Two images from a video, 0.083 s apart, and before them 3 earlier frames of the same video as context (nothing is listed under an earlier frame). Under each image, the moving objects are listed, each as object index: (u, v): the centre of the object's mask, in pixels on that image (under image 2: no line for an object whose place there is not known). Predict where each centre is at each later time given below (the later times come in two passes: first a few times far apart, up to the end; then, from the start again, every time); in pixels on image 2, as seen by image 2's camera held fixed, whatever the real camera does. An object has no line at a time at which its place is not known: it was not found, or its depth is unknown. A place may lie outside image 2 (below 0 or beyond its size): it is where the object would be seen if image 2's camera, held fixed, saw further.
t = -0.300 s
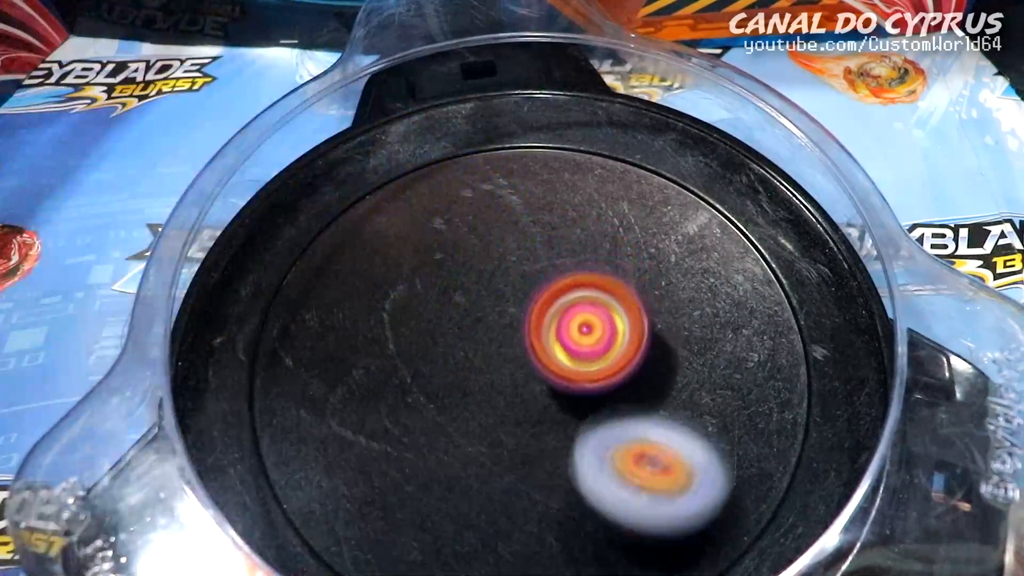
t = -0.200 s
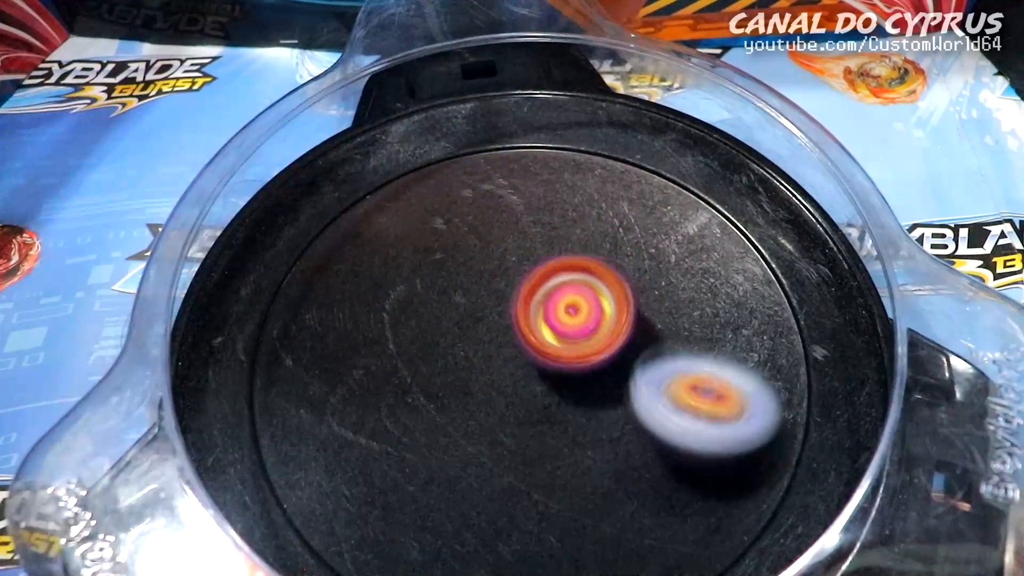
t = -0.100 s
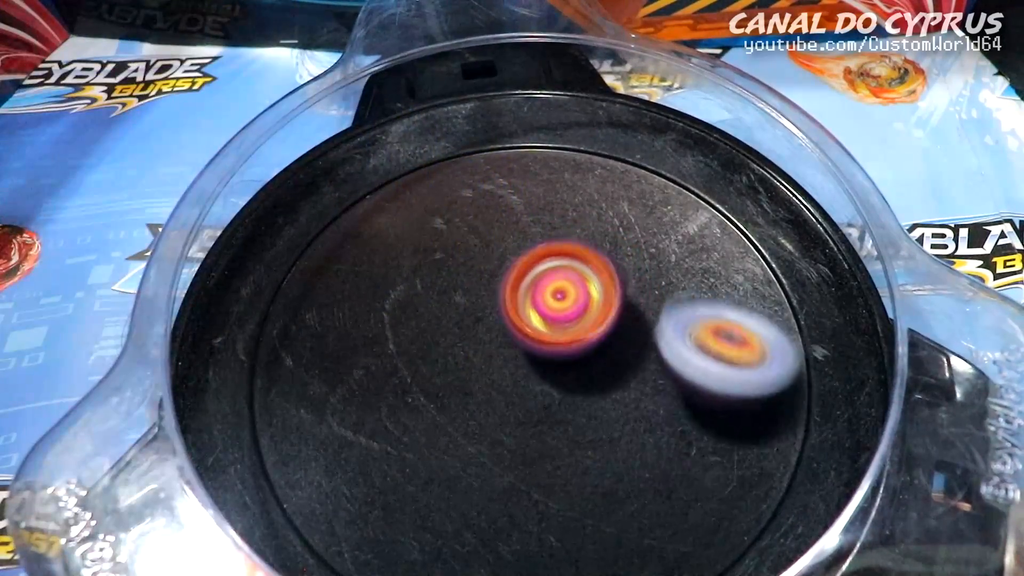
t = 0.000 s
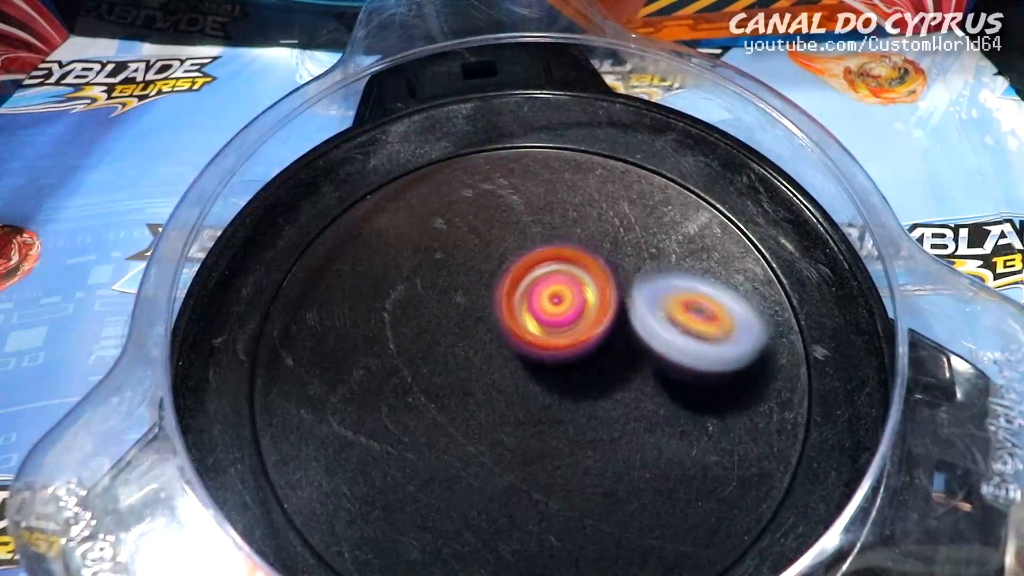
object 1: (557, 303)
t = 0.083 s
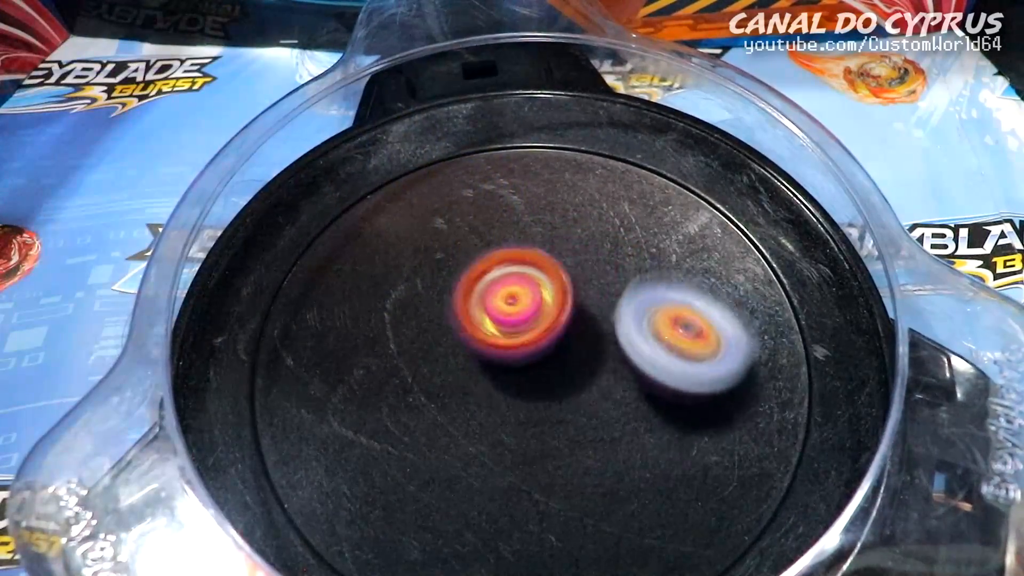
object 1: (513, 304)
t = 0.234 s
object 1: (474, 327)
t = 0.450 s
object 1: (476, 376)
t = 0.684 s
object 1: (548, 420)
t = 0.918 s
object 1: (696, 244)
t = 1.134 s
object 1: (626, 153)
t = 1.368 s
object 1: (434, 251)
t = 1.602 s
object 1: (466, 401)
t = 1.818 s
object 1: (421, 400)
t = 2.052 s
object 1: (362, 392)
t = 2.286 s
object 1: (449, 420)
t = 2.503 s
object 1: (485, 402)
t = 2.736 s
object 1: (486, 364)
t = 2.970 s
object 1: (464, 339)
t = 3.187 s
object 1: (459, 326)
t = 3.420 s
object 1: (486, 336)
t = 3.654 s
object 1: (530, 329)
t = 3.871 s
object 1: (306, 336)
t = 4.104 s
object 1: (306, 351)
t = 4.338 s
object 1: (322, 312)
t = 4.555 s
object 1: (376, 182)
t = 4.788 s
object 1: (575, 261)
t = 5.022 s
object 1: (663, 318)
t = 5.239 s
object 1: (578, 247)
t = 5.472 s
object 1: (299, 307)
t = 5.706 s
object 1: (338, 535)
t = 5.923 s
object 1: (614, 517)
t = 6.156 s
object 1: (632, 397)
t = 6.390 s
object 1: (500, 424)
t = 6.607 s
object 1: (417, 411)
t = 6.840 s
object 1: (228, 441)
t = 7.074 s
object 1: (263, 402)
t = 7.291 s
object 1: (403, 371)
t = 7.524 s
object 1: (525, 344)
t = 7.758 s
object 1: (718, 490)
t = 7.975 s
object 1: (631, 381)
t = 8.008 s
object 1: (616, 362)
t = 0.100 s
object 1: (504, 305)
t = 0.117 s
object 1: (496, 306)
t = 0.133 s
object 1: (491, 308)
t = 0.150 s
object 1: (485, 310)
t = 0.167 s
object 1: (480, 312)
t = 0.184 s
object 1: (478, 315)
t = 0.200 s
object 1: (475, 319)
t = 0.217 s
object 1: (474, 324)
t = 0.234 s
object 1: (474, 327)
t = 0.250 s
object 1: (474, 332)
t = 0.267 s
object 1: (475, 337)
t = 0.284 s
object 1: (477, 343)
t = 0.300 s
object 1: (476, 346)
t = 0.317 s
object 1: (473, 348)
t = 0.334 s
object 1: (471, 350)
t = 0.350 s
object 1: (470, 353)
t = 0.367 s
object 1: (468, 356)
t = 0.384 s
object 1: (468, 359)
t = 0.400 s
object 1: (470, 363)
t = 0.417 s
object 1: (471, 367)
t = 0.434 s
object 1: (473, 372)
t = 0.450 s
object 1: (476, 376)
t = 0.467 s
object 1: (479, 382)
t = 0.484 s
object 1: (483, 387)
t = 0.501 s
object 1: (486, 392)
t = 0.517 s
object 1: (490, 397)
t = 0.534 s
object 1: (495, 402)
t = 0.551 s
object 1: (500, 407)
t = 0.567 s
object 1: (506, 412)
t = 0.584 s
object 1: (512, 415)
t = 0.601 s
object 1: (518, 417)
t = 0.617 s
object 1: (524, 419)
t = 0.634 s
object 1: (530, 420)
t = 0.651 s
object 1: (536, 421)
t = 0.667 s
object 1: (542, 420)
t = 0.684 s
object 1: (548, 420)
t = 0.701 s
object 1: (553, 420)
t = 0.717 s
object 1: (558, 420)
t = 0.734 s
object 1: (563, 419)
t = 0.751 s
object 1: (567, 417)
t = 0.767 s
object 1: (571, 415)
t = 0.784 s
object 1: (575, 413)
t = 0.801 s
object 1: (579, 411)
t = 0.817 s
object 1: (585, 406)
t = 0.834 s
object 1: (608, 378)
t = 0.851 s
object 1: (630, 349)
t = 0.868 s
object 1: (650, 321)
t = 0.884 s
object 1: (668, 295)
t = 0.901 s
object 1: (685, 268)
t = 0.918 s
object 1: (696, 244)
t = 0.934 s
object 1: (707, 221)
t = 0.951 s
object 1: (716, 200)
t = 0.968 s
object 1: (722, 182)
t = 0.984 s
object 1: (722, 167)
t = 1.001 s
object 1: (720, 153)
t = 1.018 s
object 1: (715, 145)
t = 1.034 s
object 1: (703, 146)
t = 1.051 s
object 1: (692, 146)
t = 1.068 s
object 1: (680, 145)
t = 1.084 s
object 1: (668, 147)
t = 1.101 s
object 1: (654, 149)
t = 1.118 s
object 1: (641, 150)
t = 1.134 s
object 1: (626, 153)
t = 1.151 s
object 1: (611, 156)
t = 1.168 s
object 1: (595, 161)
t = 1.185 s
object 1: (579, 165)
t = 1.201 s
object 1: (564, 170)
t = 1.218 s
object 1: (547, 175)
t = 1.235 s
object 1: (531, 182)
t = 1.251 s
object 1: (516, 188)
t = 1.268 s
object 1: (501, 195)
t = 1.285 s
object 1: (487, 203)
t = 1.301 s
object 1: (475, 210)
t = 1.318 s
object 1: (463, 220)
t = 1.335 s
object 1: (452, 230)
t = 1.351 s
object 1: (443, 239)
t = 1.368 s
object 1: (434, 251)
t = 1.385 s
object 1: (427, 263)
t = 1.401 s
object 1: (422, 274)
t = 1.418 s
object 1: (418, 286)
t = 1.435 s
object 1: (416, 299)
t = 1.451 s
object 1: (415, 312)
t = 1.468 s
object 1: (416, 325)
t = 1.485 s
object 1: (417, 338)
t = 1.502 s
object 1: (421, 349)
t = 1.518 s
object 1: (426, 361)
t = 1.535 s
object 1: (432, 371)
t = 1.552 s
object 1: (439, 380)
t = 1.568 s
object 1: (447, 389)
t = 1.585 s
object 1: (456, 396)
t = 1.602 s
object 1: (466, 401)
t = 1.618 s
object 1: (475, 406)
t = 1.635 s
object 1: (485, 408)
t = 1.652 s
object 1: (496, 411)
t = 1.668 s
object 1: (506, 412)
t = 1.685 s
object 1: (517, 412)
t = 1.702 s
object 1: (526, 411)
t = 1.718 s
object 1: (537, 410)
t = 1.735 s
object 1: (526, 406)
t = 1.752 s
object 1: (502, 406)
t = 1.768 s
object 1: (478, 406)
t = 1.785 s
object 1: (457, 405)
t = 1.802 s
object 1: (438, 403)
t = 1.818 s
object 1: (421, 400)
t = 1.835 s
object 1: (405, 397)
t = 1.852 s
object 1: (392, 395)
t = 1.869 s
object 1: (380, 392)
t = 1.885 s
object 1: (371, 390)
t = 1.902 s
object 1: (364, 388)
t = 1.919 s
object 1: (358, 386)
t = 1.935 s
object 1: (354, 386)
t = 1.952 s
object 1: (352, 386)
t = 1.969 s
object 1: (351, 386)
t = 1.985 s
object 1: (351, 386)
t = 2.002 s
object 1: (352, 388)
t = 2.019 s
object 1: (355, 389)
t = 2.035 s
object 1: (358, 391)
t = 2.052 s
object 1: (362, 392)
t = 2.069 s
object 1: (367, 395)
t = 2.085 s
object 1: (373, 397)
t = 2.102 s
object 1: (379, 400)
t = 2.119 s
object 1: (386, 403)
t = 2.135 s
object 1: (394, 406)
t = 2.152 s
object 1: (401, 408)
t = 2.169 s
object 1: (409, 410)
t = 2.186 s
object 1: (417, 412)
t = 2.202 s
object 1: (424, 414)
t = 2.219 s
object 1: (432, 415)
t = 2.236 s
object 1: (440, 415)
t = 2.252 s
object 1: (447, 416)
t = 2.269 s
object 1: (448, 418)
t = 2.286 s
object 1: (449, 420)
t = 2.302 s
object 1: (451, 421)
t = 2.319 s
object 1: (454, 421)
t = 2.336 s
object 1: (457, 421)
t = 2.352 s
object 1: (460, 421)
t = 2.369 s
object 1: (463, 421)
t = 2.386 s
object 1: (466, 420)
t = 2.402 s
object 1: (469, 418)
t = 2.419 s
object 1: (472, 416)
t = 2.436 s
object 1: (475, 412)
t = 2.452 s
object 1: (478, 410)
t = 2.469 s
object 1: (480, 408)
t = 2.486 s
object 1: (483, 404)
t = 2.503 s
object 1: (485, 402)
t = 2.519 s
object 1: (488, 398)
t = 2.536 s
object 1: (489, 396)
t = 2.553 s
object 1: (490, 392)
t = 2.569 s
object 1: (492, 390)
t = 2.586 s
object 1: (492, 387)
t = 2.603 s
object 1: (493, 384)
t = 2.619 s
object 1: (493, 381)
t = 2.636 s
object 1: (492, 379)
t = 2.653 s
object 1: (492, 376)
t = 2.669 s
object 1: (491, 374)
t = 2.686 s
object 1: (491, 371)
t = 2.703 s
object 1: (490, 369)
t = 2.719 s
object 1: (488, 367)
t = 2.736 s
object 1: (486, 364)
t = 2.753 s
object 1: (485, 362)
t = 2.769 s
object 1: (483, 359)
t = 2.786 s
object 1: (482, 357)
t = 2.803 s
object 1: (481, 355)
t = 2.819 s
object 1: (479, 353)
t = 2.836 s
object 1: (477, 351)
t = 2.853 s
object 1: (476, 349)
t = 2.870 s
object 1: (474, 348)
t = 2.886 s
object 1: (472, 346)
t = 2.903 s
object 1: (470, 344)
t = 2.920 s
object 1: (468, 343)
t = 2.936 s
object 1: (467, 342)
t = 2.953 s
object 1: (466, 341)
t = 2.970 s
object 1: (464, 339)
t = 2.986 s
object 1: (463, 338)
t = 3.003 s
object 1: (462, 338)
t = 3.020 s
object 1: (461, 337)
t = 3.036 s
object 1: (460, 336)
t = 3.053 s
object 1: (459, 336)
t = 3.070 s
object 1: (458, 335)
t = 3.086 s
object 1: (457, 333)
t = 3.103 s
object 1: (457, 332)
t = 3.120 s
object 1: (457, 331)
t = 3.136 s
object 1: (458, 330)
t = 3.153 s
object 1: (459, 328)
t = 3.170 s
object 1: (459, 327)
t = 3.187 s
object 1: (459, 326)
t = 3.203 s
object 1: (457, 328)
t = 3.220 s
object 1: (456, 330)
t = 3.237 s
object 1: (456, 331)
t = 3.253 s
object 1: (457, 332)
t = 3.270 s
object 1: (457, 332)
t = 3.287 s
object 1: (459, 333)
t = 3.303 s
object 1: (461, 333)
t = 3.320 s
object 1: (464, 334)
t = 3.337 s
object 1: (466, 335)
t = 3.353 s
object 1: (469, 335)
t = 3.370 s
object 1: (474, 335)
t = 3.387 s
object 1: (477, 336)
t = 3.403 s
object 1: (481, 336)
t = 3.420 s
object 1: (486, 336)
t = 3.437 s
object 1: (490, 335)
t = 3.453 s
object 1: (494, 336)
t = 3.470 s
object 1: (499, 335)
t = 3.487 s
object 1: (503, 335)
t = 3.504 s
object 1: (507, 335)
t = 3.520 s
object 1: (511, 334)
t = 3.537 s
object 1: (515, 334)
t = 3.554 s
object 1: (518, 334)
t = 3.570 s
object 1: (521, 333)
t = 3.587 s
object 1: (524, 333)
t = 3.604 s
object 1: (526, 332)
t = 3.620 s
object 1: (527, 332)
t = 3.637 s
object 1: (529, 330)
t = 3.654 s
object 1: (530, 329)
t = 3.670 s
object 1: (529, 327)
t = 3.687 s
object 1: (505, 326)
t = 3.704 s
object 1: (476, 326)
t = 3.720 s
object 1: (450, 326)
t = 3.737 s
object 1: (425, 325)
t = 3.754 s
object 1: (403, 325)
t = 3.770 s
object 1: (382, 324)
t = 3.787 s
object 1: (364, 326)
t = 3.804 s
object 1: (347, 327)
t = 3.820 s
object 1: (333, 328)
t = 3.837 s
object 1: (322, 330)
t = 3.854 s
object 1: (313, 333)
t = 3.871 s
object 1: (306, 336)
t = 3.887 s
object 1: (303, 339)
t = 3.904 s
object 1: (301, 343)
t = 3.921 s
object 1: (302, 348)
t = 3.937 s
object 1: (304, 355)
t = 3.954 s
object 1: (308, 361)
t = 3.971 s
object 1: (314, 368)
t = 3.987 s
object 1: (321, 375)
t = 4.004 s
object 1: (329, 382)
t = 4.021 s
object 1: (338, 388)
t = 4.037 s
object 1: (341, 390)
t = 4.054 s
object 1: (332, 380)
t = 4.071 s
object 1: (321, 369)
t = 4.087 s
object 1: (313, 360)
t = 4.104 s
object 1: (306, 351)
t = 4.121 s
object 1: (302, 343)
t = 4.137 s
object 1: (299, 336)
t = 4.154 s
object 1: (298, 331)
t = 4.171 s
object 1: (298, 327)
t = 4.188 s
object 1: (299, 325)
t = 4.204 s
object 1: (301, 323)
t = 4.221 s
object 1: (304, 322)
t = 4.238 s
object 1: (308, 322)
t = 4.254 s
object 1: (312, 322)
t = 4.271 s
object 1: (317, 323)
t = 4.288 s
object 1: (322, 325)
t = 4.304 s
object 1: (328, 327)
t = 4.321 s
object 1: (333, 329)
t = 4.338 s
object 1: (322, 312)
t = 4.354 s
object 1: (303, 282)
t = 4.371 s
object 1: (285, 260)
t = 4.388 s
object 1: (279, 239)
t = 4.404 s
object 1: (276, 221)
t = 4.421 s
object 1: (278, 208)
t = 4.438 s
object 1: (289, 201)
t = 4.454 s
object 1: (300, 195)
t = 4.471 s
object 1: (313, 190)
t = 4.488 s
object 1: (324, 185)
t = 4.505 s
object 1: (336, 182)
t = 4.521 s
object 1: (348, 180)
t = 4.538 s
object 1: (361, 180)
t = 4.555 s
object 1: (376, 182)
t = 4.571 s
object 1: (390, 182)
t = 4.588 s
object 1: (404, 185)
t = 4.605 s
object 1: (419, 189)
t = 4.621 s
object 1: (434, 192)
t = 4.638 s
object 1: (448, 198)
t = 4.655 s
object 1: (464, 203)
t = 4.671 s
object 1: (477, 209)
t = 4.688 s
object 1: (493, 217)
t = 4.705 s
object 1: (507, 223)
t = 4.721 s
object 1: (522, 231)
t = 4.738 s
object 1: (537, 239)
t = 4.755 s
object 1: (550, 247)
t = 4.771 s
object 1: (562, 254)
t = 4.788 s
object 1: (575, 261)
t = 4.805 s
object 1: (587, 270)
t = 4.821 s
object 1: (598, 278)
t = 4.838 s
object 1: (608, 287)
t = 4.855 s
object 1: (617, 295)
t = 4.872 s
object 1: (624, 302)
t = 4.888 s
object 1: (632, 312)
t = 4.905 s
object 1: (636, 319)
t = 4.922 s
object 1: (640, 326)
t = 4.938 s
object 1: (644, 336)
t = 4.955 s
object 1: (644, 341)
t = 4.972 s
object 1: (647, 344)
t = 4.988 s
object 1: (653, 334)
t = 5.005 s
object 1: (658, 324)
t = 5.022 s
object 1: (663, 318)
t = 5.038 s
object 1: (666, 314)
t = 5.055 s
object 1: (666, 305)
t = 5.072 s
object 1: (667, 297)
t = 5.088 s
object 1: (665, 291)
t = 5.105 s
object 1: (661, 284)
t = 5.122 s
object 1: (656, 278)
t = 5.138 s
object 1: (648, 271)
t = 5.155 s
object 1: (640, 266)
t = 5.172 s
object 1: (630, 261)
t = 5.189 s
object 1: (618, 257)
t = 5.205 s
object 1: (606, 253)
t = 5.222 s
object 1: (592, 249)
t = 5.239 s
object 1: (578, 247)
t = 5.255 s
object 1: (560, 245)
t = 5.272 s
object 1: (542, 243)
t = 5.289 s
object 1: (525, 244)
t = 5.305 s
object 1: (504, 244)
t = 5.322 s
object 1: (484, 245)
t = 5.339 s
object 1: (465, 247)
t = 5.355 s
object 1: (445, 251)
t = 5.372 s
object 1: (423, 255)
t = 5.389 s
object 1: (401, 260)
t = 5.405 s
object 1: (380, 267)
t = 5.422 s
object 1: (360, 274)
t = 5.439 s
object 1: (339, 283)
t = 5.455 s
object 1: (320, 294)
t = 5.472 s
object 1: (299, 307)
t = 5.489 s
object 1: (286, 319)
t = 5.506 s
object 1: (276, 334)
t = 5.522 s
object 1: (270, 353)
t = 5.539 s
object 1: (262, 373)
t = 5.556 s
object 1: (256, 392)
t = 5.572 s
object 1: (252, 412)
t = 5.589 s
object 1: (252, 435)
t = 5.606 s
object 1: (257, 455)
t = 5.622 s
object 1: (263, 473)
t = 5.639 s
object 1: (274, 493)
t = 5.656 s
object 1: (287, 506)
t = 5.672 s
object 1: (303, 519)
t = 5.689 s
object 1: (320, 529)
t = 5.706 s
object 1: (338, 535)
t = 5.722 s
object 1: (361, 541)
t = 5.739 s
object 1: (386, 544)
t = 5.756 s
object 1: (413, 546)
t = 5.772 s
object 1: (438, 547)
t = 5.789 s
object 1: (465, 547)
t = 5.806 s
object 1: (489, 546)
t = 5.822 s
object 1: (512, 544)
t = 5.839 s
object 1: (533, 542)
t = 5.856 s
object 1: (553, 538)
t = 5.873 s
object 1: (570, 535)
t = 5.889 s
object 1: (587, 530)
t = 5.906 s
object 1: (600, 524)
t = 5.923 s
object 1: (614, 517)
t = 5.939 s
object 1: (622, 512)
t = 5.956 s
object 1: (632, 500)
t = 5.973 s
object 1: (638, 490)
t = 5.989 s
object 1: (644, 478)
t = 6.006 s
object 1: (648, 468)
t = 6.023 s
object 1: (651, 458)
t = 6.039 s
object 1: (652, 448)
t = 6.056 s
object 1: (651, 439)
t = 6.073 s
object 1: (651, 430)
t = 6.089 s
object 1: (648, 422)
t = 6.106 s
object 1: (645, 414)
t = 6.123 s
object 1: (641, 408)
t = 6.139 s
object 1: (637, 402)
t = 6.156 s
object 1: (632, 397)
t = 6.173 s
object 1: (628, 392)
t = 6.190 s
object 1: (622, 388)
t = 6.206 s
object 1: (618, 384)
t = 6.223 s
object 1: (613, 380)
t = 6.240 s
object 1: (609, 378)
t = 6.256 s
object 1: (597, 386)
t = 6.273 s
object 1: (583, 393)
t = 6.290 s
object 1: (568, 403)
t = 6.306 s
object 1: (554, 410)
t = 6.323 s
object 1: (540, 416)
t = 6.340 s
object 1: (528, 420)
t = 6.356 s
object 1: (517, 423)
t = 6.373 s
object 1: (507, 424)
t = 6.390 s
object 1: (500, 424)
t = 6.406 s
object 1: (494, 422)
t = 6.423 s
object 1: (491, 420)
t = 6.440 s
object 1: (488, 417)
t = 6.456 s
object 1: (486, 414)
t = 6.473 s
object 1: (483, 413)
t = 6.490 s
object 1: (482, 410)
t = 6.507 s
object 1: (479, 408)
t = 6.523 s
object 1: (478, 405)
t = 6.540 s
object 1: (476, 401)
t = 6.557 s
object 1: (475, 399)
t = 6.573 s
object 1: (473, 396)
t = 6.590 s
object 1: (455, 398)
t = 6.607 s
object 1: (417, 411)
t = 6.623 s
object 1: (379, 422)
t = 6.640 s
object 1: (343, 433)
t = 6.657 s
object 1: (311, 439)
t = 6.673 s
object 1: (282, 446)
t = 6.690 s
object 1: (260, 448)
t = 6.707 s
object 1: (251, 446)
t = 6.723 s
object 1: (243, 447)
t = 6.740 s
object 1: (237, 450)
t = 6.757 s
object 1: (233, 447)
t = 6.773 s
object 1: (231, 447)
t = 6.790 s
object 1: (230, 446)
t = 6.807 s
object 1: (228, 443)
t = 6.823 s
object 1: (229, 443)
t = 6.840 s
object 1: (228, 441)
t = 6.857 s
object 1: (229, 441)
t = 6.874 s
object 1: (229, 439)
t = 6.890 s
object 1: (229, 436)
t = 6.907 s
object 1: (230, 435)
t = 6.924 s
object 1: (231, 433)
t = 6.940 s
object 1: (232, 431)
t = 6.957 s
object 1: (234, 428)
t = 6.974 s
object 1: (236, 424)
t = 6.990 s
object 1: (238, 422)
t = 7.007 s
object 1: (242, 420)
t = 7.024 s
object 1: (245, 414)
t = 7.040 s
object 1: (249, 412)
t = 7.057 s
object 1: (254, 407)
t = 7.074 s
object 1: (263, 402)
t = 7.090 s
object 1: (269, 400)
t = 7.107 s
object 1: (277, 399)
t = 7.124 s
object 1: (286, 396)
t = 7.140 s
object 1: (298, 394)
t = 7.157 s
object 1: (309, 392)
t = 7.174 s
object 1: (320, 387)
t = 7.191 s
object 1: (331, 386)
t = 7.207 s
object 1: (342, 383)
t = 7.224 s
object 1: (355, 381)
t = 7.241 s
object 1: (366, 379)
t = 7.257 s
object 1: (380, 376)
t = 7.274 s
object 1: (390, 374)
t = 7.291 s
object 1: (403, 371)
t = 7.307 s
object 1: (415, 369)
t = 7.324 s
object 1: (426, 366)
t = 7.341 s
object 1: (437, 365)
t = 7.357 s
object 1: (447, 362)
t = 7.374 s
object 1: (457, 360)
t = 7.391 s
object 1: (465, 358)
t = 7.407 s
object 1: (474, 357)
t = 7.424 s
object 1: (481, 355)
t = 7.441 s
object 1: (490, 353)
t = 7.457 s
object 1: (496, 352)
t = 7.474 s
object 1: (504, 349)
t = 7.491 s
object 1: (510, 348)
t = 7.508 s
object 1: (518, 346)
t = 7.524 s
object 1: (525, 344)
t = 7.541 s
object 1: (532, 341)
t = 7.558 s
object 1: (541, 339)
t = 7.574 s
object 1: (549, 343)
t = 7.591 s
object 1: (568, 356)
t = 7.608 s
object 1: (583, 372)
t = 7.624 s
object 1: (599, 394)
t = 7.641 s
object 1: (619, 420)
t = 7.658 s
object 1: (636, 438)
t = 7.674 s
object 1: (655, 447)
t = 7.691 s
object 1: (672, 461)
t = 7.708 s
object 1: (690, 477)
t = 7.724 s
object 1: (707, 495)
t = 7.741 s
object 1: (721, 503)
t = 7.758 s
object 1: (718, 490)
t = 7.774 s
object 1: (716, 482)
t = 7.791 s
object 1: (712, 474)
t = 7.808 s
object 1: (709, 472)
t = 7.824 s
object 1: (702, 470)
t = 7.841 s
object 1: (695, 471)
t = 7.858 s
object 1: (689, 465)
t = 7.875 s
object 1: (682, 452)
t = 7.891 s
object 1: (673, 441)
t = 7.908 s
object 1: (665, 430)
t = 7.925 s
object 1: (656, 417)
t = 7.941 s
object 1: (649, 406)
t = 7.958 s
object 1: (640, 393)
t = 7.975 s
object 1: (631, 381)
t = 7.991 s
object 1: (624, 373)
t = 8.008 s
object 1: (616, 362)
